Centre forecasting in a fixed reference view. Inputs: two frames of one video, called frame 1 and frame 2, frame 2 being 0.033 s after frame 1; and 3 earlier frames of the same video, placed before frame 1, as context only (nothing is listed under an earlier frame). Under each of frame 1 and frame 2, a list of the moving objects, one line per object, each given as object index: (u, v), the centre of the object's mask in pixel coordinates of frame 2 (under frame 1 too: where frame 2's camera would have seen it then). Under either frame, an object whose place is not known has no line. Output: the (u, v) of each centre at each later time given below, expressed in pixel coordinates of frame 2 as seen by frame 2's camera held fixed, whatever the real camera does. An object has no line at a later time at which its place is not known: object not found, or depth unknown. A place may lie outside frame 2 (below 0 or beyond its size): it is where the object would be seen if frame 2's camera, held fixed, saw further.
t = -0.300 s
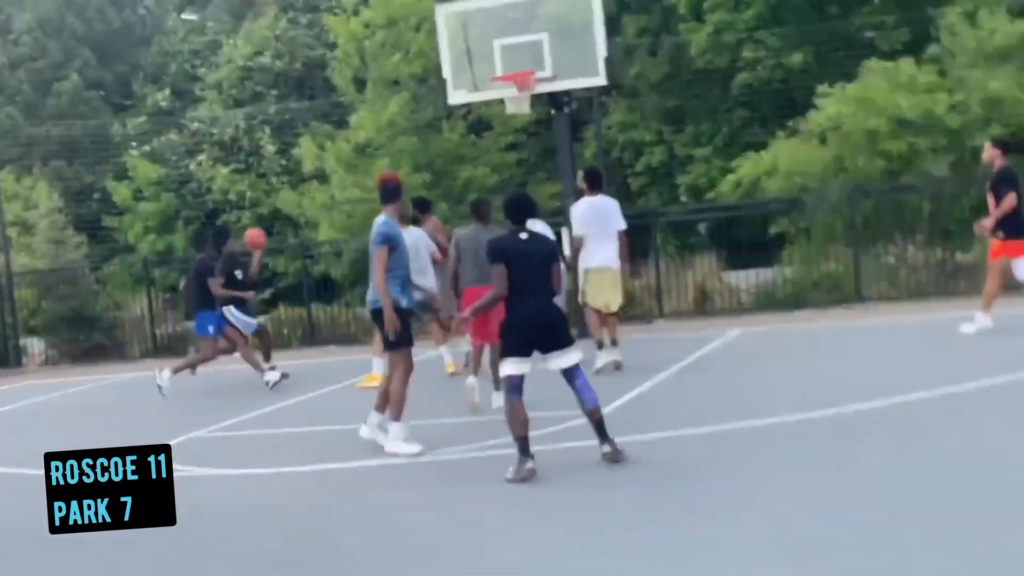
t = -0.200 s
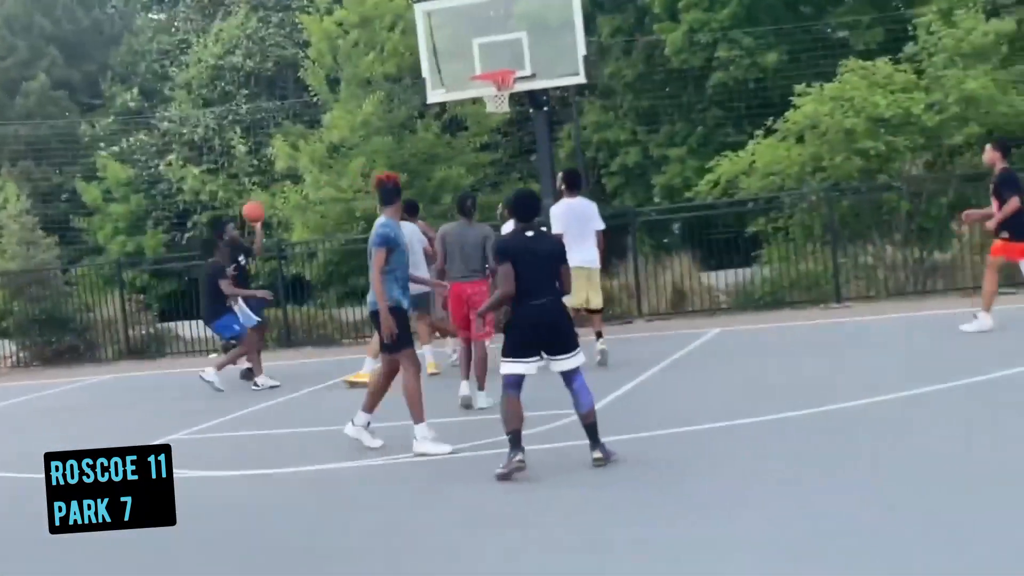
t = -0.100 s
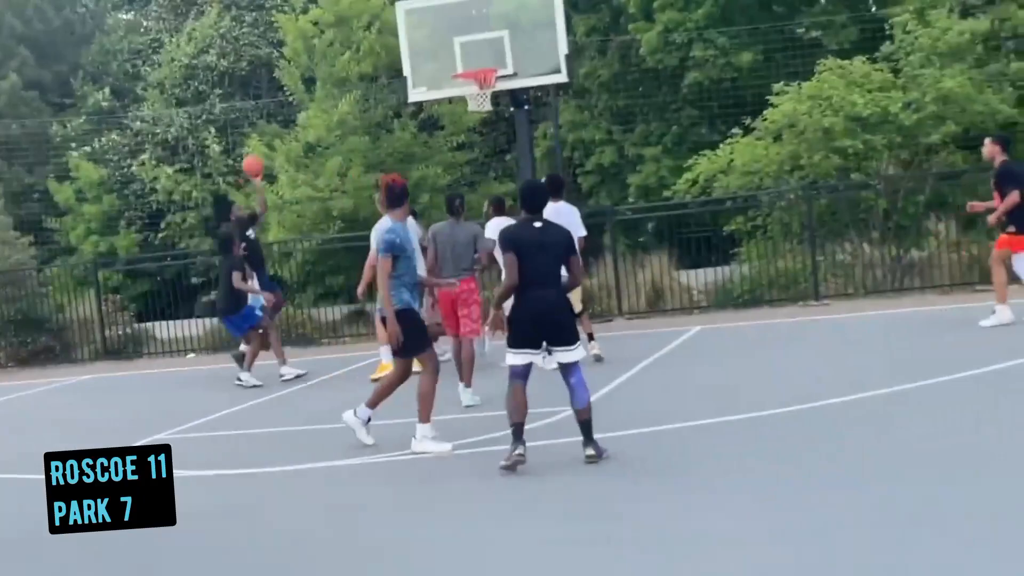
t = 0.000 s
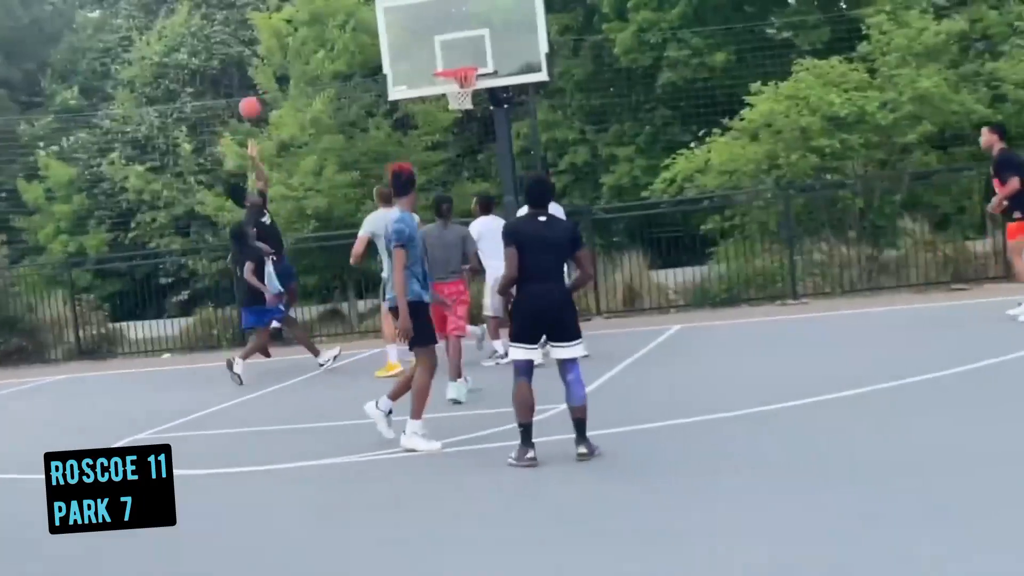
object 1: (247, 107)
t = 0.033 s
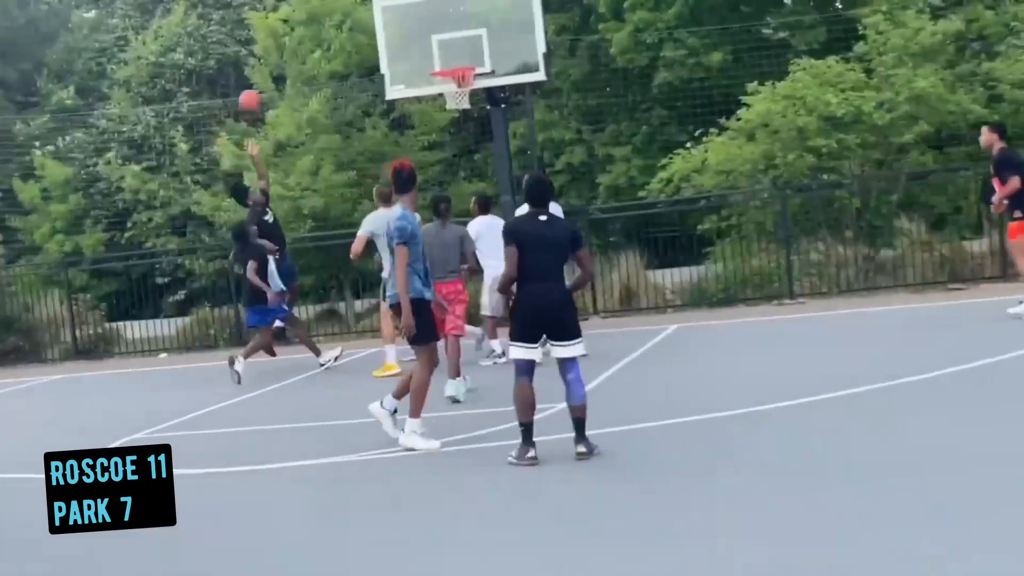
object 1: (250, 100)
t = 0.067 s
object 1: (257, 86)
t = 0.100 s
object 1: (264, 73)
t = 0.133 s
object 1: (277, 56)
